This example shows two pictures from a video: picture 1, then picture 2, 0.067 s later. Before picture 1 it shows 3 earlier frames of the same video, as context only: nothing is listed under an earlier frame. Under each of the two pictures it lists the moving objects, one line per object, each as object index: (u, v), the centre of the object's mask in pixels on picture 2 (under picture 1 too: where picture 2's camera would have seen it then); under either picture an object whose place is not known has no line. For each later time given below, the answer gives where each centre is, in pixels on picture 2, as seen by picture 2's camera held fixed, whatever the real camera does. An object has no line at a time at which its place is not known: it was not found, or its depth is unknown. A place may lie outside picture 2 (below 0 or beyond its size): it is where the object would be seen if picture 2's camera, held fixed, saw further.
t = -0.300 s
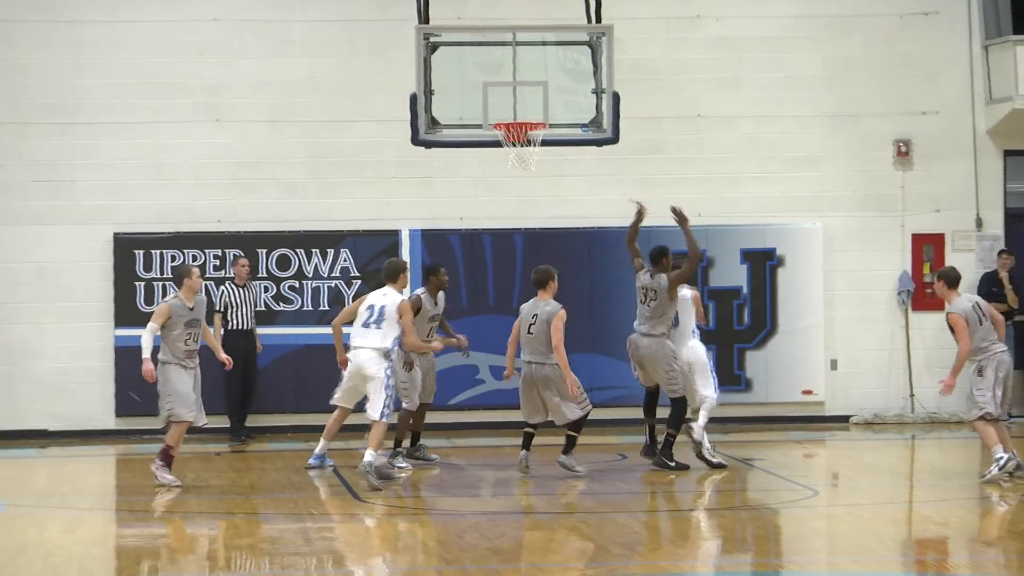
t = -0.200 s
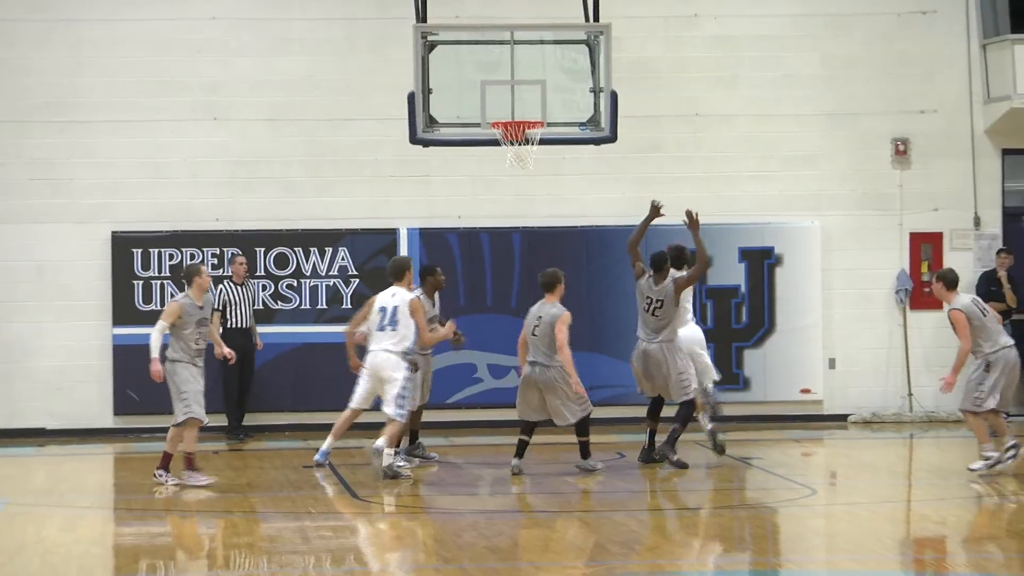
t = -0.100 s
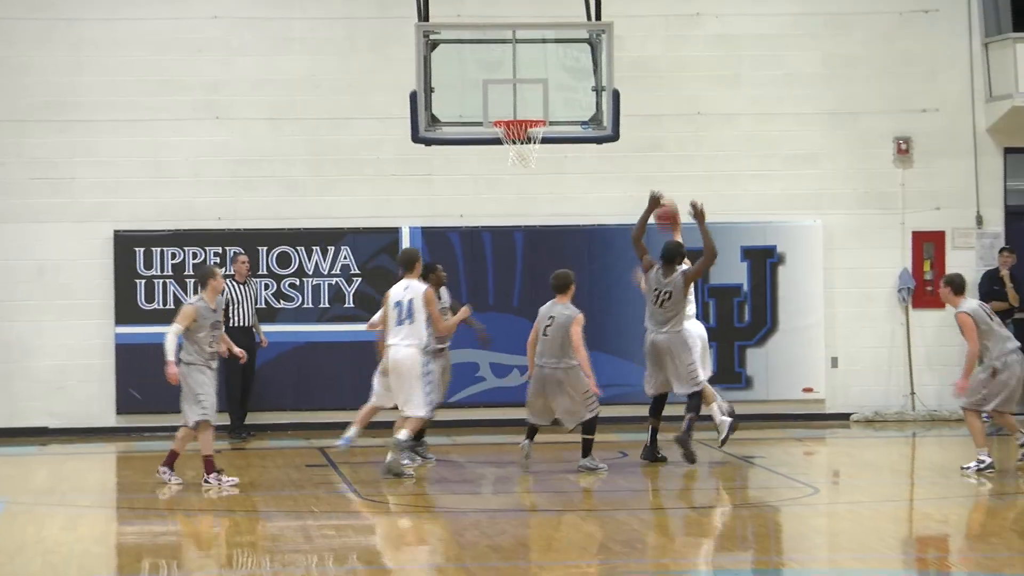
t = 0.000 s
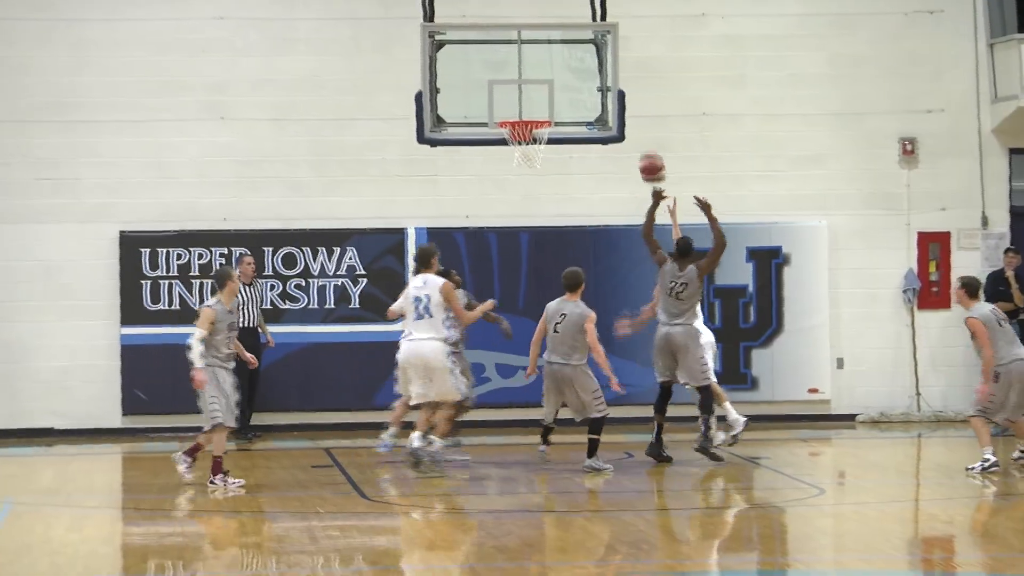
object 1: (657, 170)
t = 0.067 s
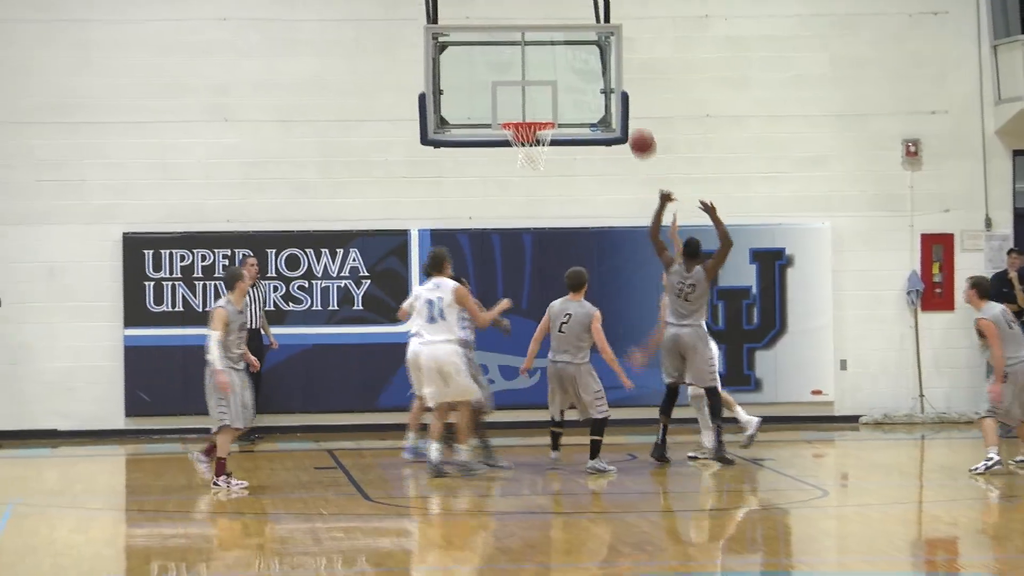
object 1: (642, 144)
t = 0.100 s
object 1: (636, 133)
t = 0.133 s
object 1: (629, 122)
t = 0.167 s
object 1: (623, 113)
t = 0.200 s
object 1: (615, 105)
